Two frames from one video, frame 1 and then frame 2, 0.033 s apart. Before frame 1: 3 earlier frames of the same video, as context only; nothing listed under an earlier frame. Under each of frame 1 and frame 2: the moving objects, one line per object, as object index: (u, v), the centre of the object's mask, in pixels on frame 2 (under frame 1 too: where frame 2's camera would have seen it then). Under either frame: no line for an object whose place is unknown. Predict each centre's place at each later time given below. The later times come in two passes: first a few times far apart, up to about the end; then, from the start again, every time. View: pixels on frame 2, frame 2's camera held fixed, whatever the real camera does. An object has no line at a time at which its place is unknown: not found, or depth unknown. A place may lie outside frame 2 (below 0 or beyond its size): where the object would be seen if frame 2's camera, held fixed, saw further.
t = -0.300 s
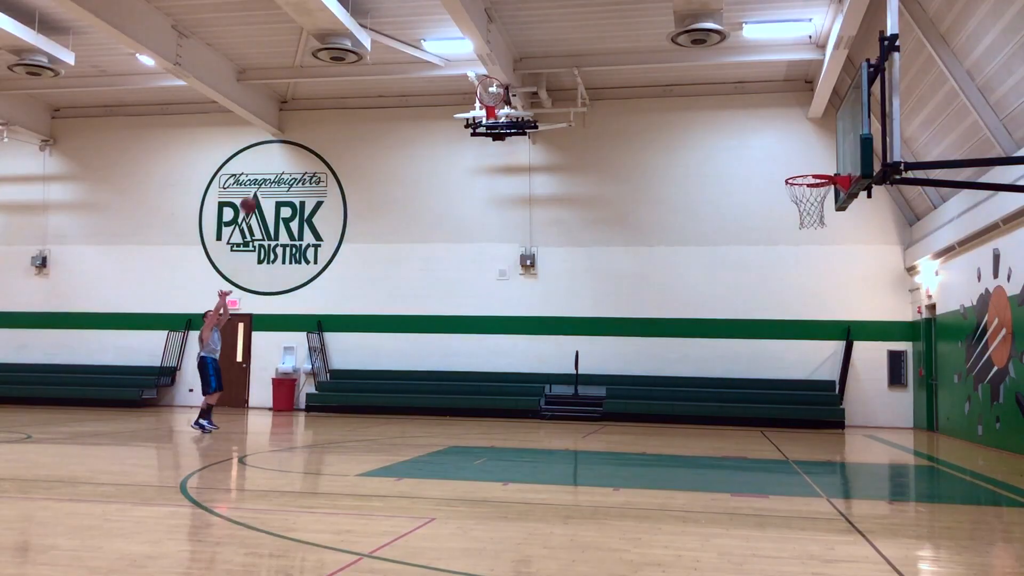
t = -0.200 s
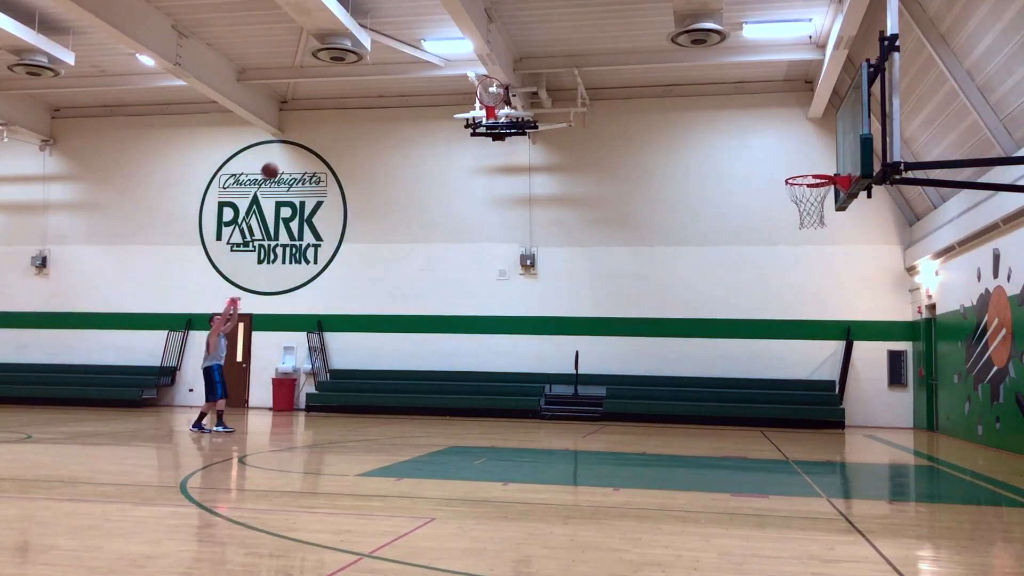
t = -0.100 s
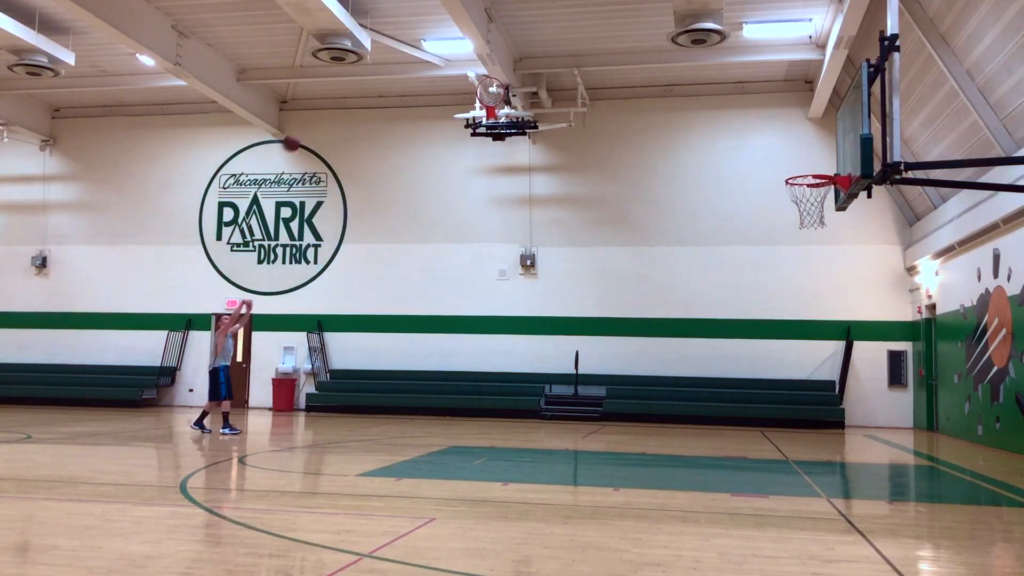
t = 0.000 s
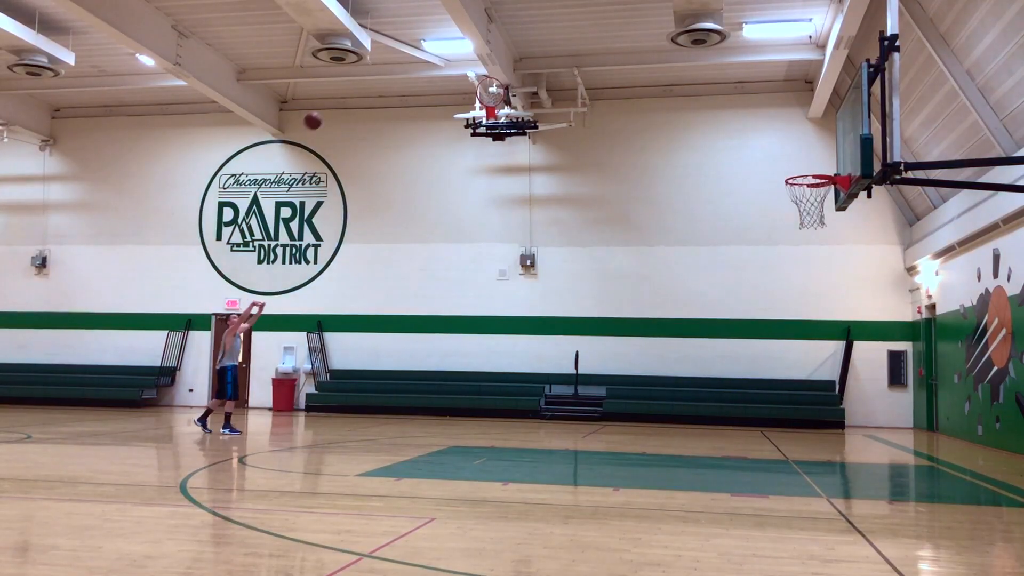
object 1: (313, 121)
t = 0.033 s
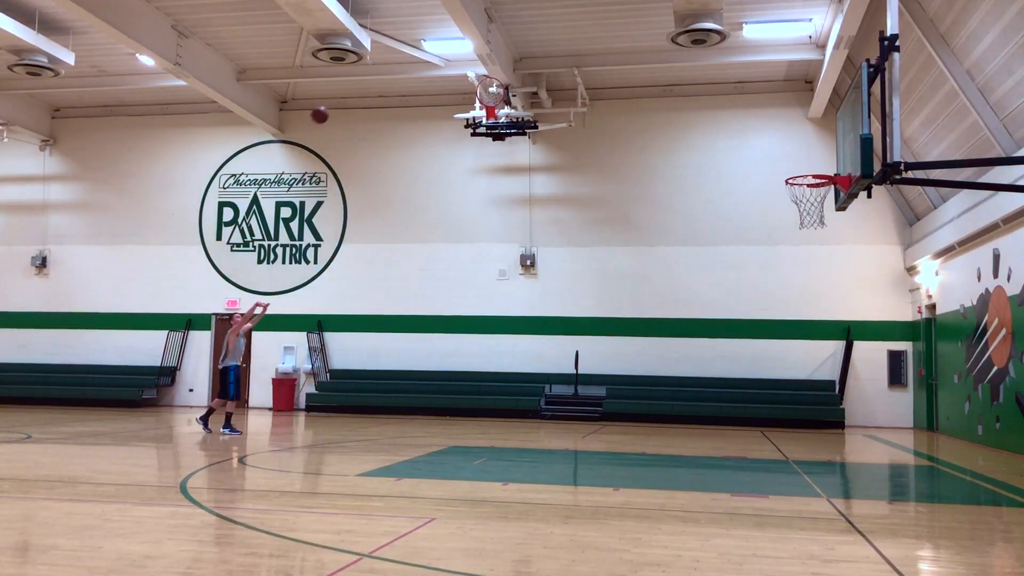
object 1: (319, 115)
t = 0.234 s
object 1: (362, 94)
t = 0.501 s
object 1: (422, 109)
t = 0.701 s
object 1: (467, 154)
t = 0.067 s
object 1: (327, 110)
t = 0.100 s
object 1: (334, 105)
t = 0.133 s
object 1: (341, 101)
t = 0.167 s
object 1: (349, 98)
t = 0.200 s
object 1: (355, 96)
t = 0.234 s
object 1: (362, 94)
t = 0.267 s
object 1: (370, 93)
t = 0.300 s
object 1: (377, 93)
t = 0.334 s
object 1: (385, 94)
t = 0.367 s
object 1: (392, 95)
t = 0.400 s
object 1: (399, 97)
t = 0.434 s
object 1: (407, 100)
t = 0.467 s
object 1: (414, 104)
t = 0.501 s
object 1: (422, 109)
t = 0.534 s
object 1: (429, 114)
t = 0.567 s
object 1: (437, 120)
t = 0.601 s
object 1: (444, 127)
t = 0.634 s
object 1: (452, 135)
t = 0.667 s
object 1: (460, 144)
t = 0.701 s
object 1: (467, 154)
